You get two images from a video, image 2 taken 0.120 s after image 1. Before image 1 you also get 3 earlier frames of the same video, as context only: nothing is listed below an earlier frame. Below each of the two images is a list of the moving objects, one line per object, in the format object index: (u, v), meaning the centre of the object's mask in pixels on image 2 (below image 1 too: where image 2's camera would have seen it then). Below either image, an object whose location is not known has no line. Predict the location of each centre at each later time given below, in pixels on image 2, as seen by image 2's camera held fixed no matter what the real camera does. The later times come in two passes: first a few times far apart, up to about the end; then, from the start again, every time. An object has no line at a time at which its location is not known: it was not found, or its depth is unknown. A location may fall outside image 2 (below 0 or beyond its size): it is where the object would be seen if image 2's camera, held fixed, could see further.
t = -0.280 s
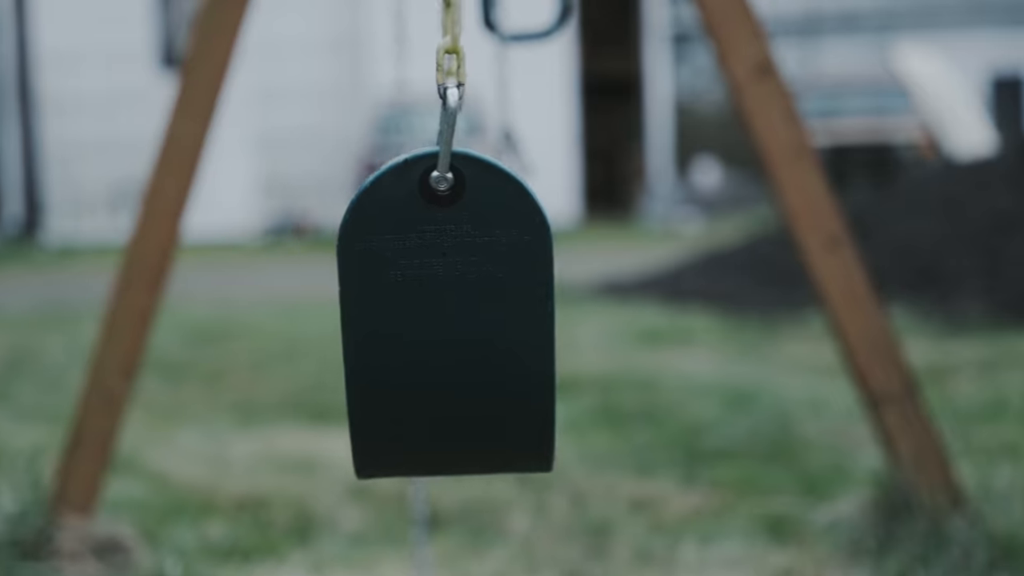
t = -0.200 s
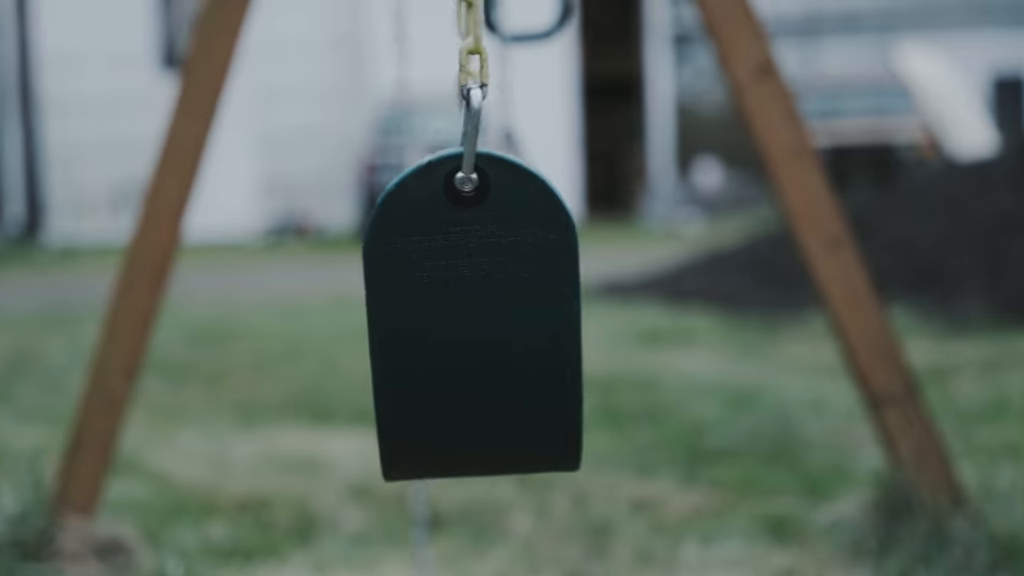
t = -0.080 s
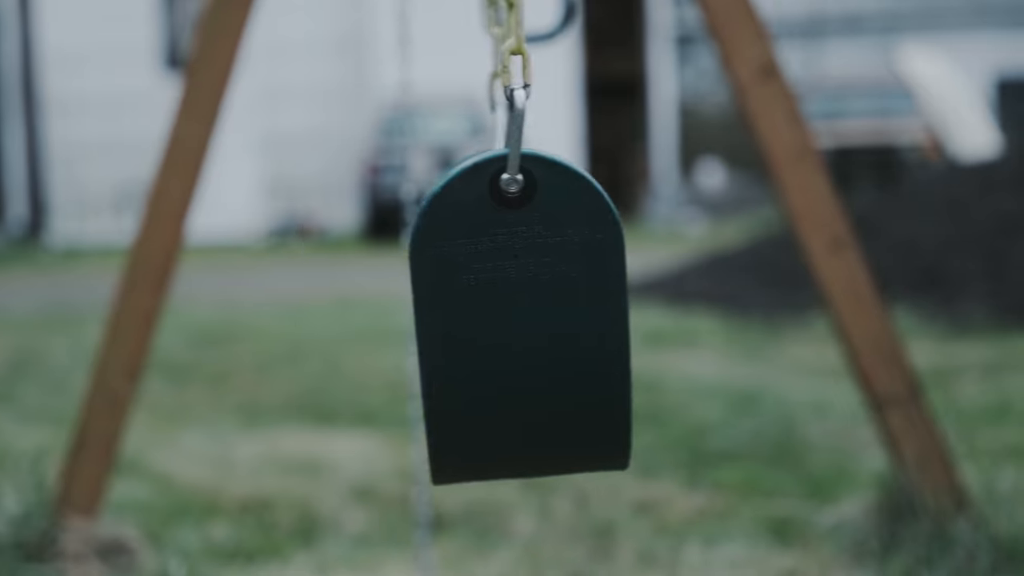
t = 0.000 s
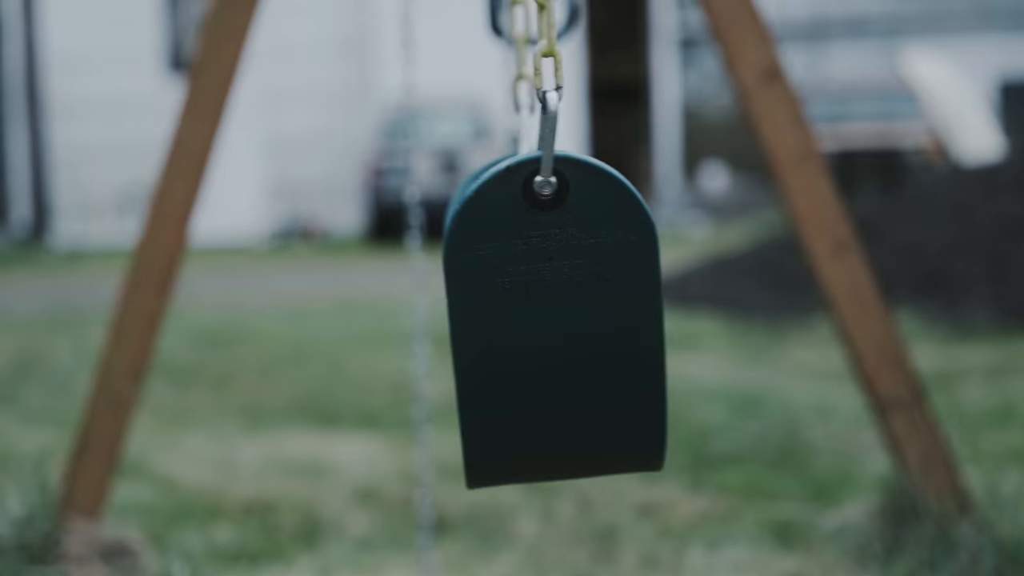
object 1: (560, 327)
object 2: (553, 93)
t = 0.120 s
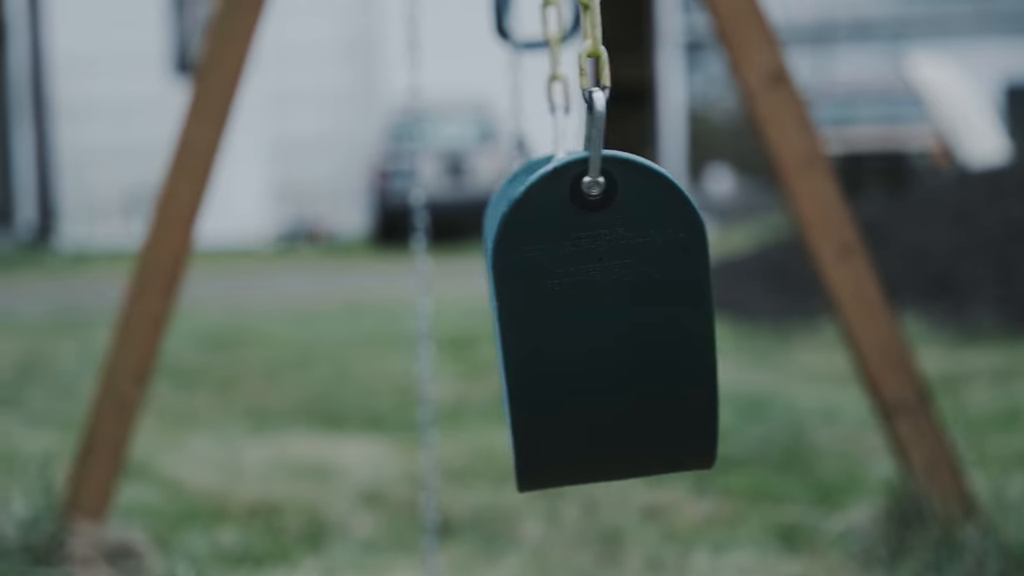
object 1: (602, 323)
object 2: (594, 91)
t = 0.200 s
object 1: (625, 320)
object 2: (617, 90)
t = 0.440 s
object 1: (665, 317)
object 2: (656, 87)
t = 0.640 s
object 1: (654, 318)
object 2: (644, 87)
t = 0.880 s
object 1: (594, 324)
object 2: (587, 90)
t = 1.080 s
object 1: (523, 329)
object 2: (521, 92)
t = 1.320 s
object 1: (452, 330)
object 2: (456, 94)
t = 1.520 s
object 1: (429, 329)
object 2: (435, 91)
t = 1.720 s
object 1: (448, 330)
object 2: (452, 92)
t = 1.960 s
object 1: (518, 330)
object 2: (510, 78)
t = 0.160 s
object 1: (614, 322)
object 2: (606, 90)
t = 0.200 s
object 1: (625, 320)
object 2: (617, 90)
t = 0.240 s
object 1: (635, 319)
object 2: (627, 89)
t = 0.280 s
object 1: (643, 319)
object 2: (636, 88)
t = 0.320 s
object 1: (652, 318)
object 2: (644, 89)
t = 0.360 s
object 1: (657, 318)
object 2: (650, 89)
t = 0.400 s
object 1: (662, 317)
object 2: (654, 87)
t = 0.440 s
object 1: (665, 317)
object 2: (656, 87)
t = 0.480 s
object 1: (666, 317)
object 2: (657, 87)
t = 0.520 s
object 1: (665, 317)
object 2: (656, 87)
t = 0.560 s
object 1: (663, 317)
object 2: (654, 88)
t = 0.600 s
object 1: (668, 322)
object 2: (650, 86)
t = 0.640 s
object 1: (654, 318)
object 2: (644, 87)
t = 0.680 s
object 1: (655, 323)
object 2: (638, 87)
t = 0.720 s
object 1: (639, 320)
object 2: (630, 87)
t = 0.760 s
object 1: (630, 321)
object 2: (620, 88)
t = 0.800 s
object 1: (619, 322)
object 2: (610, 88)
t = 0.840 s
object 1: (607, 323)
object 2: (599, 90)
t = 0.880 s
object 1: (594, 324)
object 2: (587, 90)
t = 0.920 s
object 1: (580, 326)
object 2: (573, 91)
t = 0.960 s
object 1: (567, 327)
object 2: (560, 92)
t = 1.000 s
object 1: (552, 328)
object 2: (547, 92)
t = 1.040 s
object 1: (538, 329)
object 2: (534, 93)
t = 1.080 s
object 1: (523, 329)
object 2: (521, 92)
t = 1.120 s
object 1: (510, 330)
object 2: (508, 92)
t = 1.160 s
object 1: (496, 331)
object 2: (497, 92)
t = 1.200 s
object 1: (484, 330)
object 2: (485, 90)
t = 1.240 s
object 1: (471, 330)
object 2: (474, 90)
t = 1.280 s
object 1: (462, 330)
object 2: (466, 91)
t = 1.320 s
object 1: (452, 330)
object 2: (456, 94)
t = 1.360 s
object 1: (445, 329)
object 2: (450, 91)
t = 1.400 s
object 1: (438, 328)
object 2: (444, 93)
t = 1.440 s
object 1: (433, 328)
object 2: (439, 92)
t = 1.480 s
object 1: (430, 328)
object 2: (436, 91)
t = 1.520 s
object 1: (429, 329)
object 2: (435, 91)
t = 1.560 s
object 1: (429, 329)
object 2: (435, 91)
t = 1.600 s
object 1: (431, 329)
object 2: (437, 90)
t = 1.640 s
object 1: (435, 329)
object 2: (440, 92)
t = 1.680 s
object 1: (441, 329)
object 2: (445, 92)
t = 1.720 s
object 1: (448, 330)
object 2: (452, 92)
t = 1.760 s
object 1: (457, 330)
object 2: (459, 93)
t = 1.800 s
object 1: (467, 330)
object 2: (468, 92)
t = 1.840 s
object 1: (478, 330)
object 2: (477, 91)
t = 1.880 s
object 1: (490, 330)
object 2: (488, 88)
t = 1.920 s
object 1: (504, 330)
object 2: (499, 81)
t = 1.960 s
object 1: (518, 330)
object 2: (510, 78)
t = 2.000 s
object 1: (532, 329)
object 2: (526, 90)
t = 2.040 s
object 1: (546, 328)
